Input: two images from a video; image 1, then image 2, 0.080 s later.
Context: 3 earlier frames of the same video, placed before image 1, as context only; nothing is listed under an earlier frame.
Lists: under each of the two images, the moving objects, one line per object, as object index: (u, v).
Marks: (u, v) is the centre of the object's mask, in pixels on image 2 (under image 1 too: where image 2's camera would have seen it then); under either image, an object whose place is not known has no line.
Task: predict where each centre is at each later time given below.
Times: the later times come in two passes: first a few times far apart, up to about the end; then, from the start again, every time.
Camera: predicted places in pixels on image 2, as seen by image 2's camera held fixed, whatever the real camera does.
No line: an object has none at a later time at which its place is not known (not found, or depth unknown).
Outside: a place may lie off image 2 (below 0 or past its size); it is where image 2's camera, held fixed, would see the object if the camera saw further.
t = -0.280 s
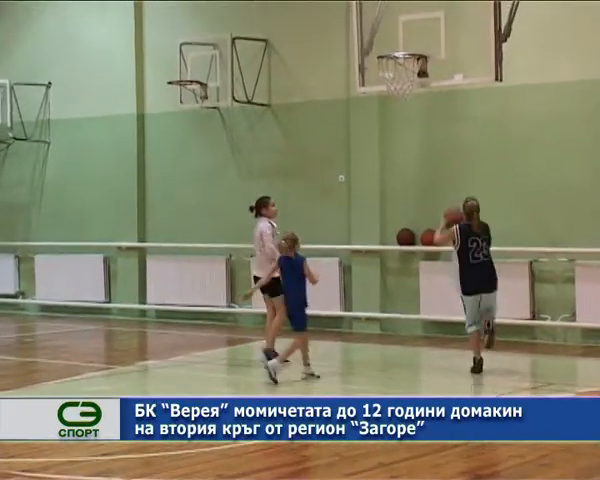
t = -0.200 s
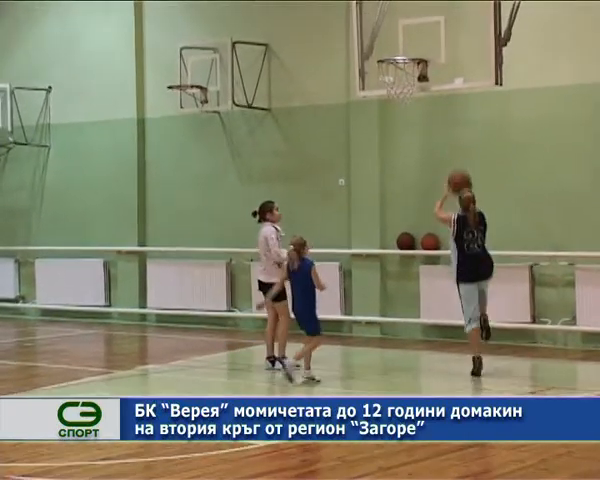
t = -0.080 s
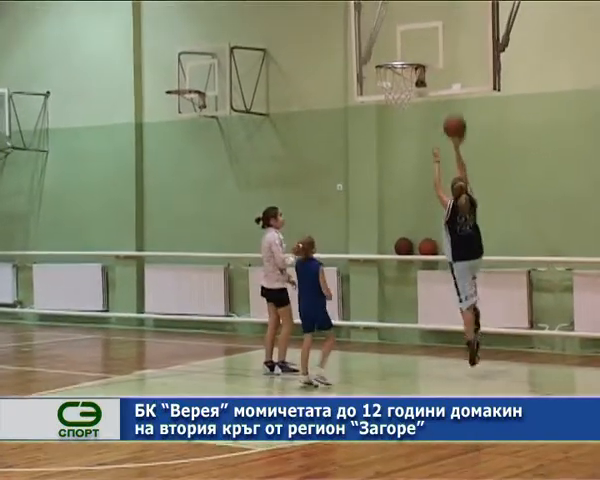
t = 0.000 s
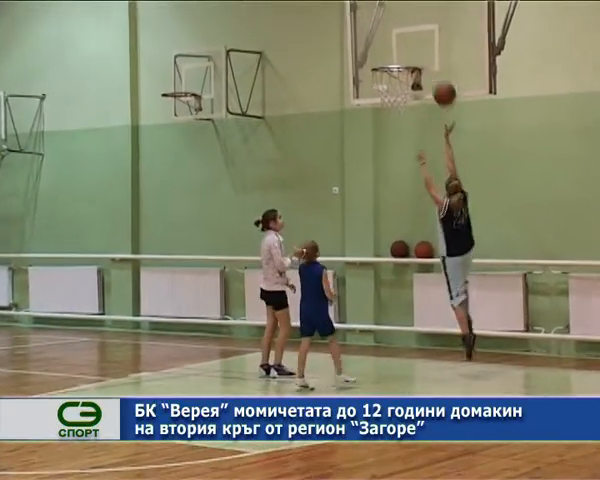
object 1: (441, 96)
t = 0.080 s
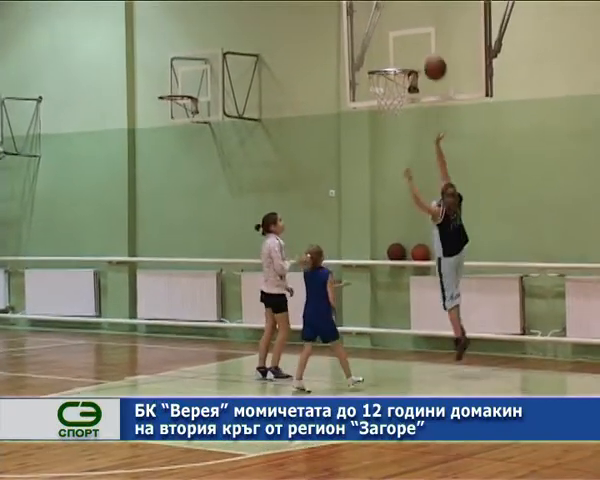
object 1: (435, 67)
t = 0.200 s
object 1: (422, 44)
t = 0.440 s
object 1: (393, 47)
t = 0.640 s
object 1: (388, 88)
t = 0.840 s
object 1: (406, 154)
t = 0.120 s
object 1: (432, 57)
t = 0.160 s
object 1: (427, 49)
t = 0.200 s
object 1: (422, 44)
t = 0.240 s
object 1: (417, 40)
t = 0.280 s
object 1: (412, 39)
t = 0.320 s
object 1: (408, 38)
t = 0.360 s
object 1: (403, 39)
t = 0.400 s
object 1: (398, 42)
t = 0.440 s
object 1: (393, 47)
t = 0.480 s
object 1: (389, 53)
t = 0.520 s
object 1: (384, 59)
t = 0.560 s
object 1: (379, 69)
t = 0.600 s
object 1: (383, 80)
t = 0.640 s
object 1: (388, 88)
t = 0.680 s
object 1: (393, 100)
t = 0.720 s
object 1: (396, 112)
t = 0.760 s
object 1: (400, 125)
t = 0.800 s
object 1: (402, 138)
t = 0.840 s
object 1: (406, 154)
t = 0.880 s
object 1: (409, 172)
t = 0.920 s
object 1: (411, 191)
